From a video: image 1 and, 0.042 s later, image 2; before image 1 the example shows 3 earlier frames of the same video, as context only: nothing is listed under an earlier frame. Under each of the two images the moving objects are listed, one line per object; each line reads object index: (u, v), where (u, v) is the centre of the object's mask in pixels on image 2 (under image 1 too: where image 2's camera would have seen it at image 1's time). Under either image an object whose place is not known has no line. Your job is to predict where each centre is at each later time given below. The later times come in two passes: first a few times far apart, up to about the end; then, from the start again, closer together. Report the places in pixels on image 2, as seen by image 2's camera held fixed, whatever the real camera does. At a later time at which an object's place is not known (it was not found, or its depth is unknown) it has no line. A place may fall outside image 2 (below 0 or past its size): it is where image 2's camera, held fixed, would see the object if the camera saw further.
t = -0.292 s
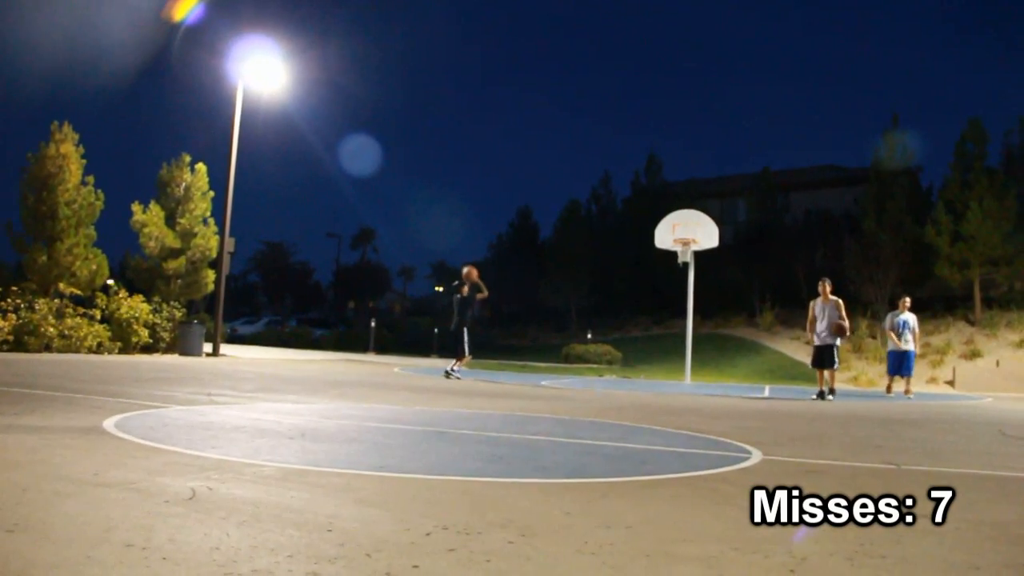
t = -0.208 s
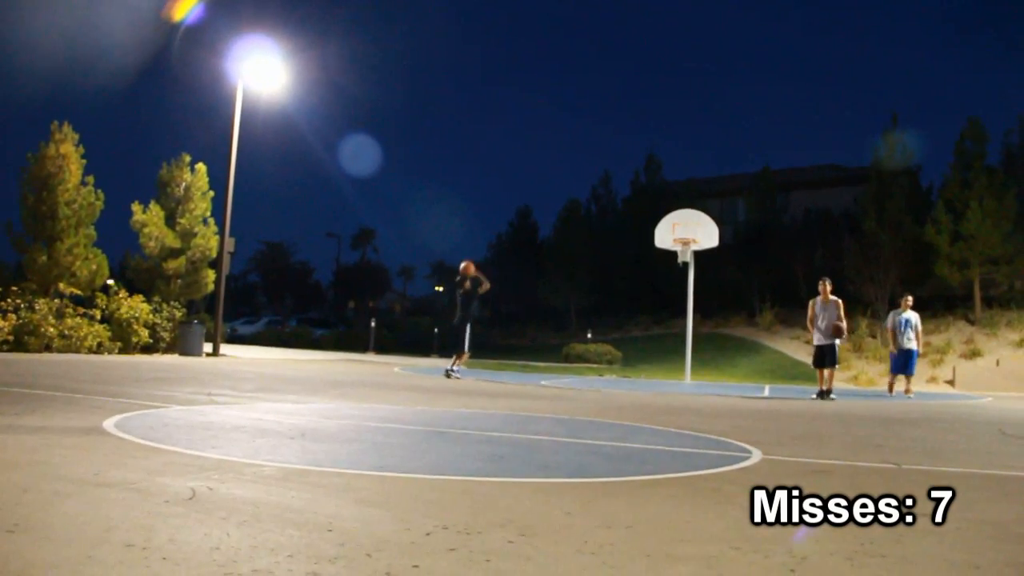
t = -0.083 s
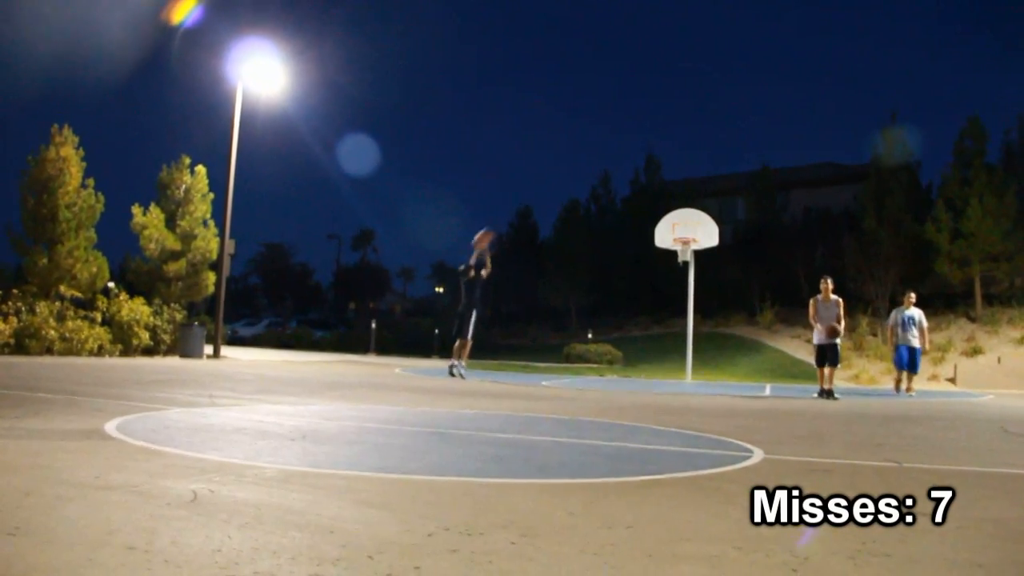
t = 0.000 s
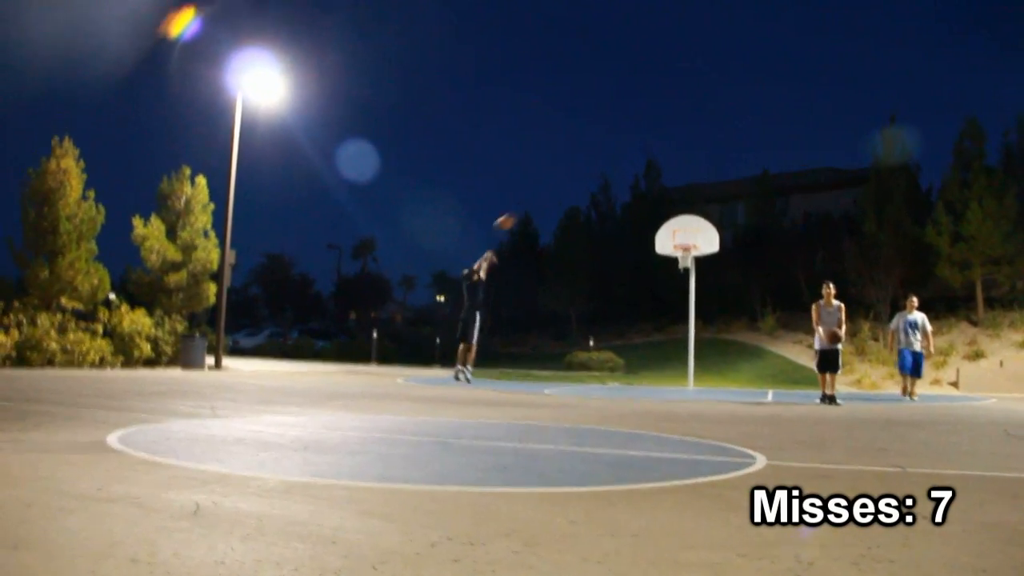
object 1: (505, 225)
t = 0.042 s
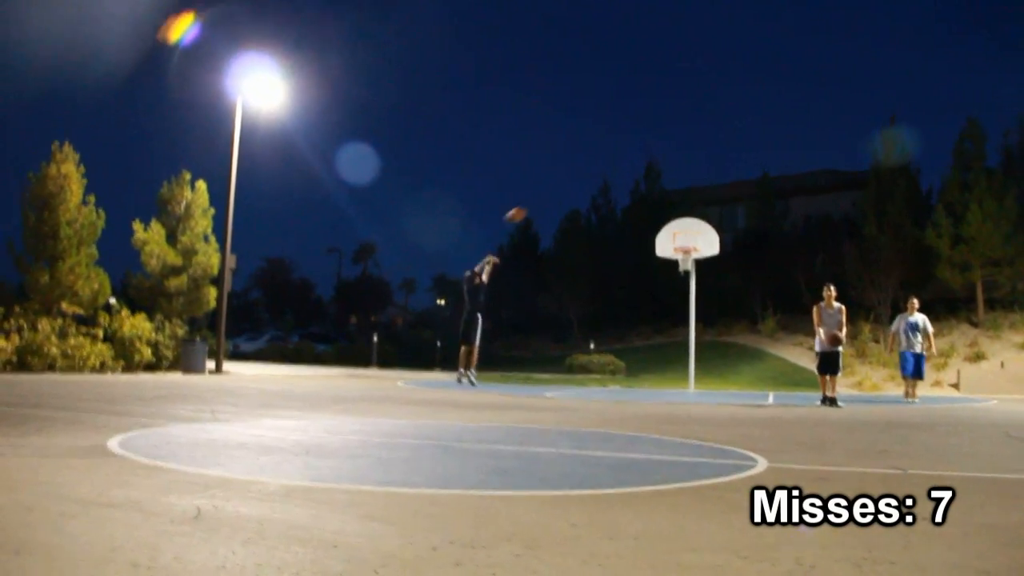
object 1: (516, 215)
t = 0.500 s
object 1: (611, 174)
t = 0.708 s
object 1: (646, 191)
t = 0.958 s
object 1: (680, 234)
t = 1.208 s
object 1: (674, 240)
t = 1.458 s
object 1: (652, 245)
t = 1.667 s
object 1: (638, 271)
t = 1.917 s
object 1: (621, 328)
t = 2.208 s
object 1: (603, 351)
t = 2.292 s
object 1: (600, 333)
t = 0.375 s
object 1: (587, 173)
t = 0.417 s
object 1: (595, 172)
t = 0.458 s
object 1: (603, 172)
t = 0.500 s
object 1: (611, 174)
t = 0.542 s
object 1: (618, 175)
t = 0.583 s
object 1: (626, 178)
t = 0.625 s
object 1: (633, 182)
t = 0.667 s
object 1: (639, 186)
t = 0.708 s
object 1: (646, 191)
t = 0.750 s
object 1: (653, 197)
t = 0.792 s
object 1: (658, 203)
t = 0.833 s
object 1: (664, 210)
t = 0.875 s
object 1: (669, 216)
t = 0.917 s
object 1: (675, 226)
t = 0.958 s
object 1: (680, 234)
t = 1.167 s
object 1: (680, 242)
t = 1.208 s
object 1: (674, 240)
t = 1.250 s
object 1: (670, 239)
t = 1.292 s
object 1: (666, 239)
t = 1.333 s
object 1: (661, 239)
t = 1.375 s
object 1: (657, 240)
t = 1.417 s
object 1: (654, 242)
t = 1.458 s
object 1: (652, 245)
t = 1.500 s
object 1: (649, 249)
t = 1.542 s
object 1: (647, 253)
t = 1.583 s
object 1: (644, 258)
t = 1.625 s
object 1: (641, 264)
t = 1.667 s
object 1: (638, 271)
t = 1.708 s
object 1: (635, 278)
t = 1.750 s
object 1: (633, 287)
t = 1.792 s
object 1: (630, 296)
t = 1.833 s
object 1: (627, 306)
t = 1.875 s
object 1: (623, 317)
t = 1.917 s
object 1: (621, 328)
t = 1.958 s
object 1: (617, 340)
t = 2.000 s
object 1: (614, 353)
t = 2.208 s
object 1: (603, 351)
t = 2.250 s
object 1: (602, 342)
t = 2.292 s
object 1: (600, 333)
